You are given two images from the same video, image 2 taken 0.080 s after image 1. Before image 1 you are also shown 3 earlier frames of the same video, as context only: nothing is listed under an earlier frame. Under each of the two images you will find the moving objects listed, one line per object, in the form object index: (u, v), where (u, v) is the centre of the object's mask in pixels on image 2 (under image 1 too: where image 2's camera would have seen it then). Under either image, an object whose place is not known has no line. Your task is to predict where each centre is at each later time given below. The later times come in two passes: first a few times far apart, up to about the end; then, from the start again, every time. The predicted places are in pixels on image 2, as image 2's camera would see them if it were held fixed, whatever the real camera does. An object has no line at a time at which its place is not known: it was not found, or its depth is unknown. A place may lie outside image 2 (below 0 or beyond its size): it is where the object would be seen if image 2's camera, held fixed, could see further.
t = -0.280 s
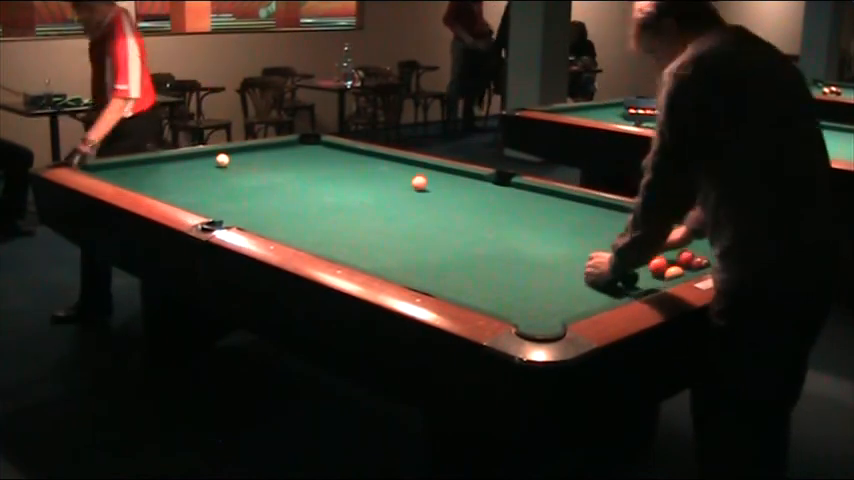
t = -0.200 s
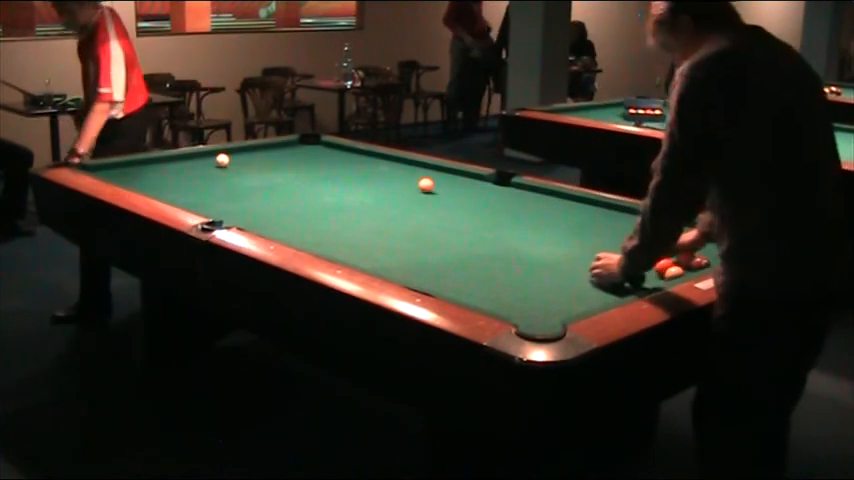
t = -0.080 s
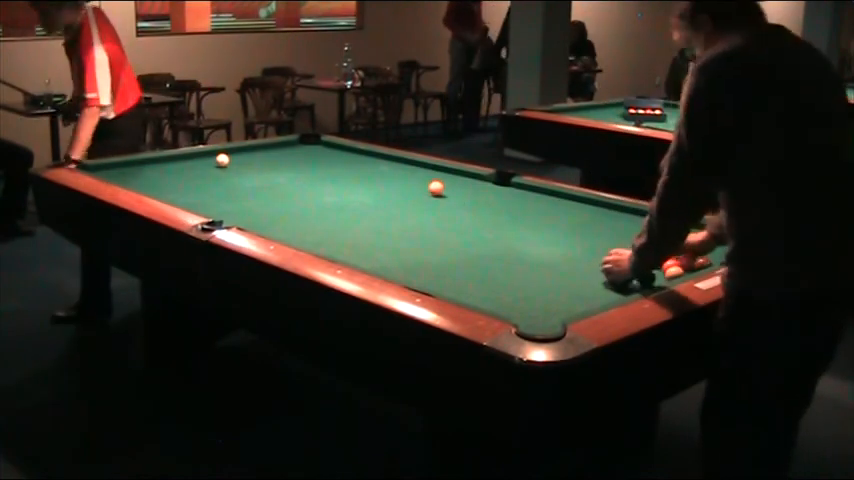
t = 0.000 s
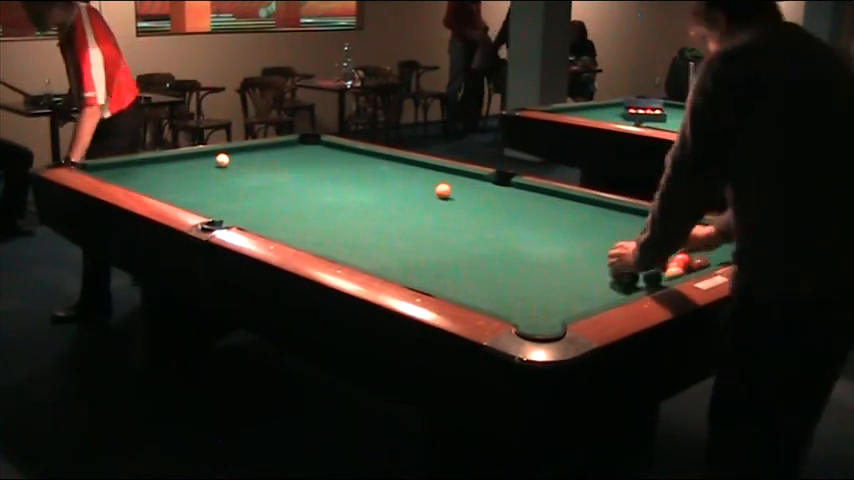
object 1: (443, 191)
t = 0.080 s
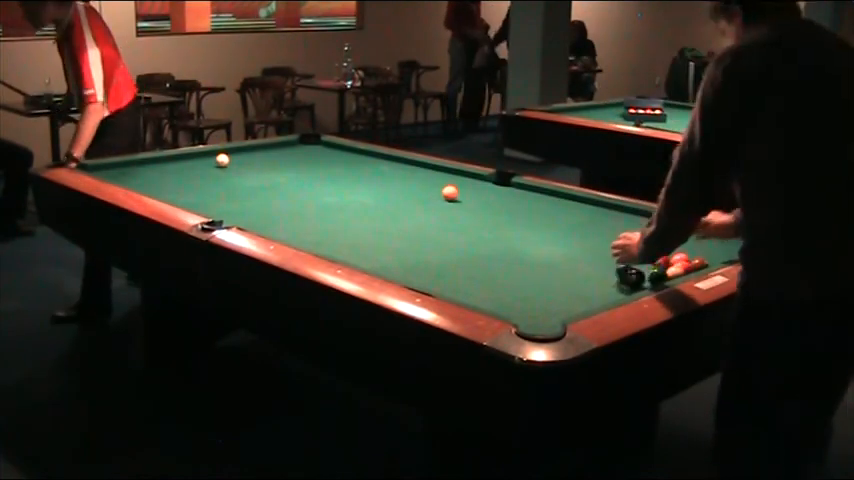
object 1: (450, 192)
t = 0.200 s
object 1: (461, 196)
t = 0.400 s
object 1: (478, 202)
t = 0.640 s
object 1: (499, 209)
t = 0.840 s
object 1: (517, 215)
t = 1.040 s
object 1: (536, 221)
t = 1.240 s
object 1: (555, 227)
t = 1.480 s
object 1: (577, 235)
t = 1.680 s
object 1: (596, 242)
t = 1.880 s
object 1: (616, 248)
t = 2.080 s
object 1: (634, 254)
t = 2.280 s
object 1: (647, 257)
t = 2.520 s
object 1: (654, 257)
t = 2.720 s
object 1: (657, 257)
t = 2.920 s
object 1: (657, 257)
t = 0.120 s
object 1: (453, 194)
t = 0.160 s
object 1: (457, 195)
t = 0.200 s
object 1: (461, 196)
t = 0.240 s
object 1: (464, 197)
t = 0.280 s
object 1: (467, 199)
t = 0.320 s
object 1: (471, 200)
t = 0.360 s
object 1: (474, 201)
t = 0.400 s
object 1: (478, 202)
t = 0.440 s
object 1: (481, 203)
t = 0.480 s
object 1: (485, 204)
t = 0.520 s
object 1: (488, 205)
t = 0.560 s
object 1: (492, 207)
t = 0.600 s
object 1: (496, 208)
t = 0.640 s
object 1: (499, 209)
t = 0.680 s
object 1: (503, 210)
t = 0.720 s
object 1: (506, 211)
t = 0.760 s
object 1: (510, 213)
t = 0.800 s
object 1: (513, 214)
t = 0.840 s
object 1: (517, 215)
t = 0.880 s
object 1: (521, 216)
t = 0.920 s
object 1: (525, 217)
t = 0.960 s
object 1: (529, 219)
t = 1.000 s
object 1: (532, 220)
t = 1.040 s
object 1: (536, 221)
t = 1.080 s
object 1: (540, 223)
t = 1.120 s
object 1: (543, 224)
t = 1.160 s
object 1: (547, 225)
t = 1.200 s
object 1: (551, 226)
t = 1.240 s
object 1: (555, 227)
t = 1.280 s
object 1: (558, 229)
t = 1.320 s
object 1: (562, 230)
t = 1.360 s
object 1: (566, 232)
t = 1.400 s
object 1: (570, 233)
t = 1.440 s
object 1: (574, 234)
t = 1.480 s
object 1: (577, 235)
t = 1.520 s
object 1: (581, 236)
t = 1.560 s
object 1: (585, 238)
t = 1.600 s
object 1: (589, 239)
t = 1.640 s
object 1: (593, 240)
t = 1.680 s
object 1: (596, 242)
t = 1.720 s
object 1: (600, 243)
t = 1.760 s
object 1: (604, 244)
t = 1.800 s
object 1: (608, 245)
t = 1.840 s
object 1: (612, 246)
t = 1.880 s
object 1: (616, 248)
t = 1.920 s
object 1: (619, 249)
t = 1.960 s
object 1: (623, 250)
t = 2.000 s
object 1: (627, 252)
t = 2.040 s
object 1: (631, 253)
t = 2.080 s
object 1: (634, 254)
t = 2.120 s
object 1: (638, 256)
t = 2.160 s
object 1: (641, 256)
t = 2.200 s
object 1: (644, 257)
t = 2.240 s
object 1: (646, 256)
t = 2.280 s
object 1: (647, 257)
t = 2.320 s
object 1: (649, 257)
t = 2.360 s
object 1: (650, 257)
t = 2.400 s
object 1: (651, 257)
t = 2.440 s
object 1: (652, 257)
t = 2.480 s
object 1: (654, 257)
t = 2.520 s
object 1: (654, 257)
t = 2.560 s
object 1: (655, 257)
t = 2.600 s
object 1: (655, 257)
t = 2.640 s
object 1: (656, 257)
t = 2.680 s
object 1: (656, 257)
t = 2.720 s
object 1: (657, 257)
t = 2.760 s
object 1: (657, 257)
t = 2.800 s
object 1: (657, 257)
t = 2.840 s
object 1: (657, 257)
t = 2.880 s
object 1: (657, 257)
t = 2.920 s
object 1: (657, 257)
